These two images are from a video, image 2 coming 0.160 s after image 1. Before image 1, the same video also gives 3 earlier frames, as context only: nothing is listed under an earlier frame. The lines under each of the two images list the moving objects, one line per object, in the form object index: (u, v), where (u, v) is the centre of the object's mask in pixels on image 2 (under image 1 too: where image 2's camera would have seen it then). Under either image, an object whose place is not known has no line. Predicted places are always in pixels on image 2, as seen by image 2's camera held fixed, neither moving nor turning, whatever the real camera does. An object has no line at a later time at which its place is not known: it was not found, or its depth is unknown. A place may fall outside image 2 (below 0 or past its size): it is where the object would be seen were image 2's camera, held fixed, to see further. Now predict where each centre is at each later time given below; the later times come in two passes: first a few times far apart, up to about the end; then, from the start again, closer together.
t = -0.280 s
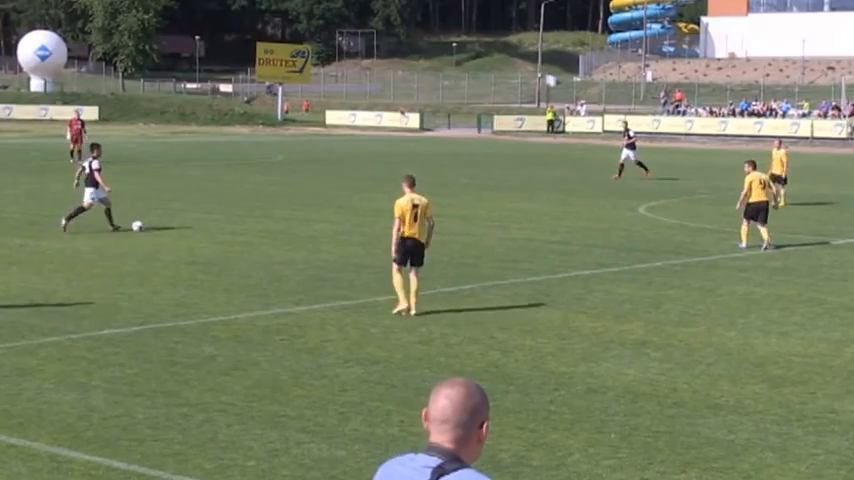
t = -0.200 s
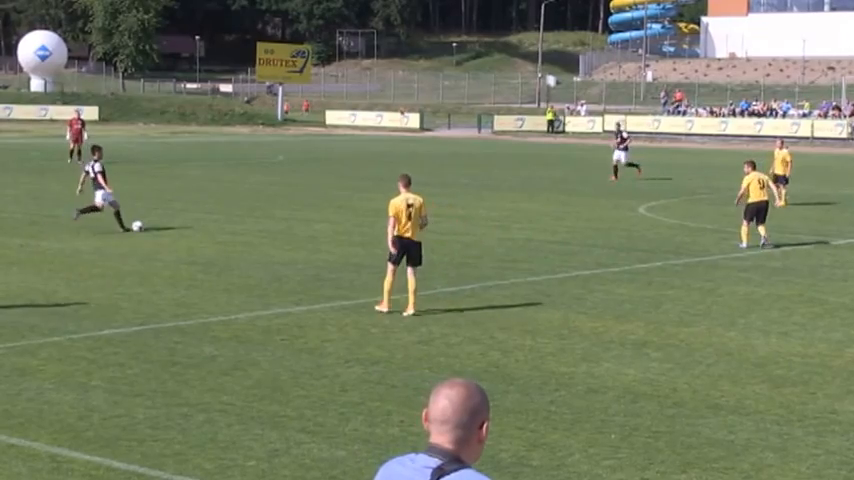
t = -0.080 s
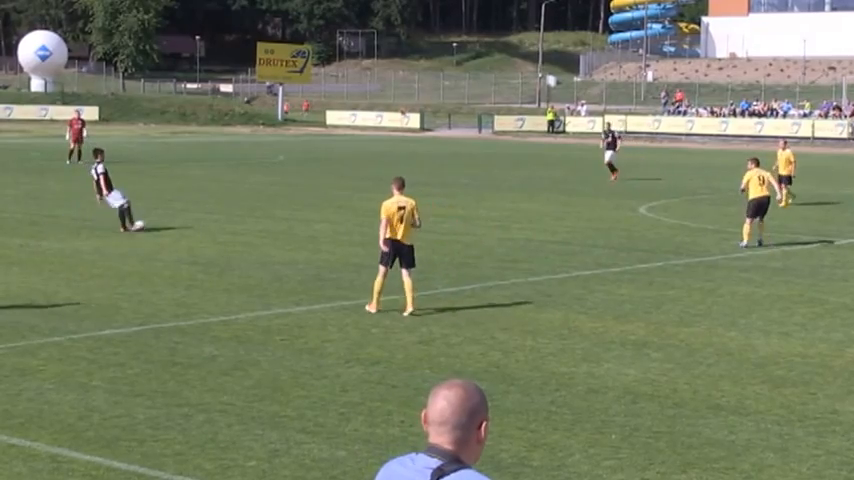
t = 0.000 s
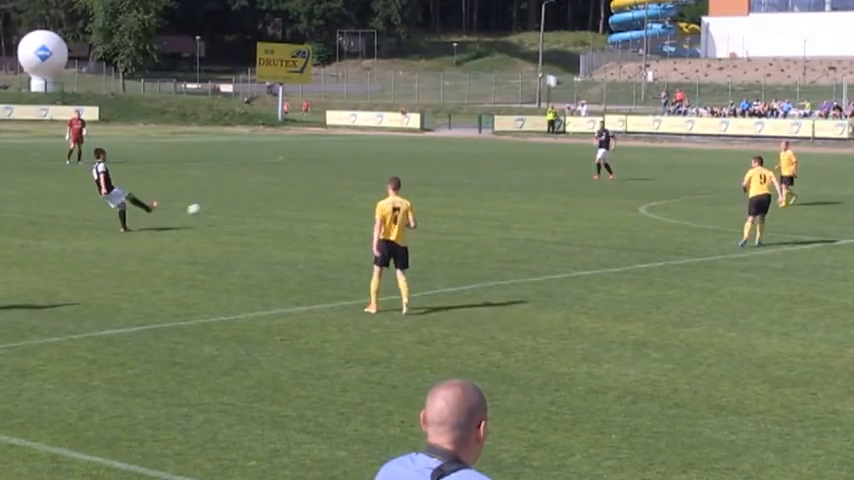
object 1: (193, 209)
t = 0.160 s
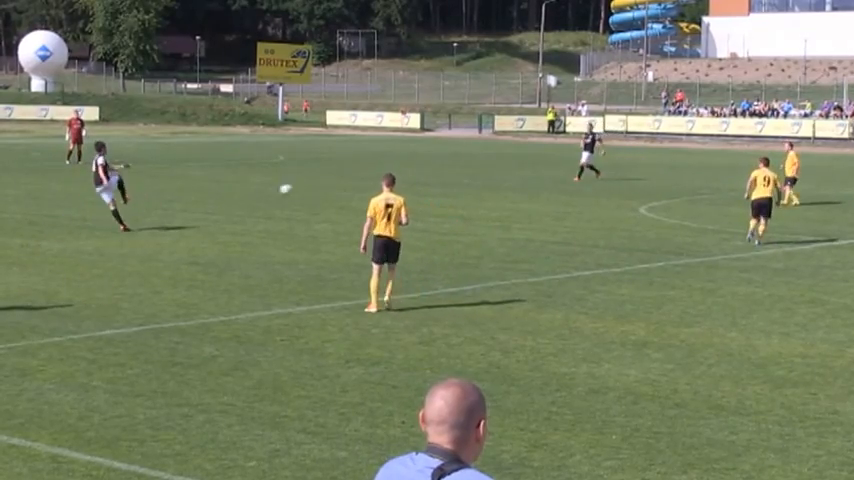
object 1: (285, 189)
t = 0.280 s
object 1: (341, 184)
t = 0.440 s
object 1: (400, 190)
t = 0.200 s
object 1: (304, 186)
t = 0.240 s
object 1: (323, 184)
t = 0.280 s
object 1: (341, 184)
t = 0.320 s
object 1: (357, 184)
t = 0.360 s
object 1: (373, 186)
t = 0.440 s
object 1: (400, 190)
